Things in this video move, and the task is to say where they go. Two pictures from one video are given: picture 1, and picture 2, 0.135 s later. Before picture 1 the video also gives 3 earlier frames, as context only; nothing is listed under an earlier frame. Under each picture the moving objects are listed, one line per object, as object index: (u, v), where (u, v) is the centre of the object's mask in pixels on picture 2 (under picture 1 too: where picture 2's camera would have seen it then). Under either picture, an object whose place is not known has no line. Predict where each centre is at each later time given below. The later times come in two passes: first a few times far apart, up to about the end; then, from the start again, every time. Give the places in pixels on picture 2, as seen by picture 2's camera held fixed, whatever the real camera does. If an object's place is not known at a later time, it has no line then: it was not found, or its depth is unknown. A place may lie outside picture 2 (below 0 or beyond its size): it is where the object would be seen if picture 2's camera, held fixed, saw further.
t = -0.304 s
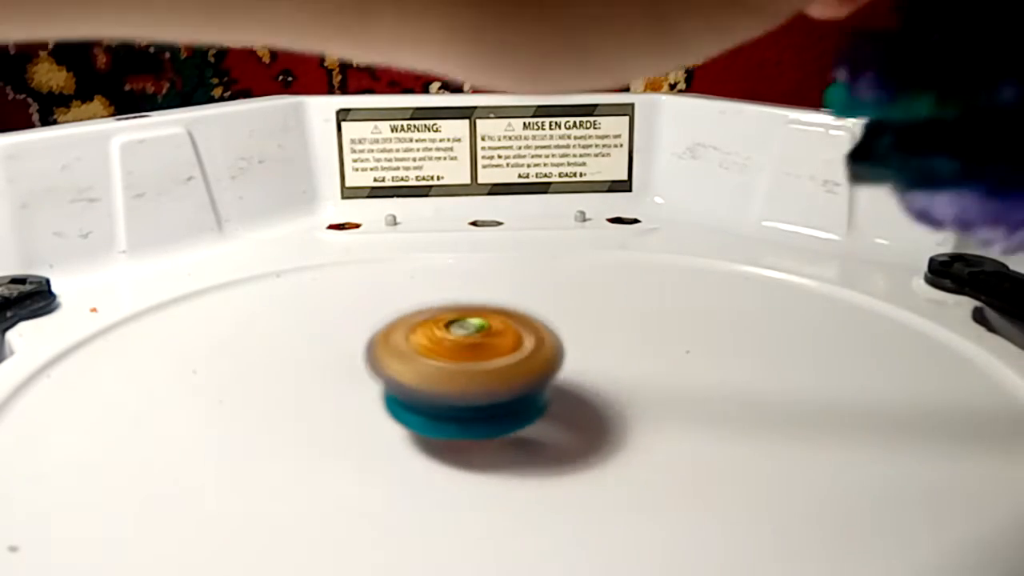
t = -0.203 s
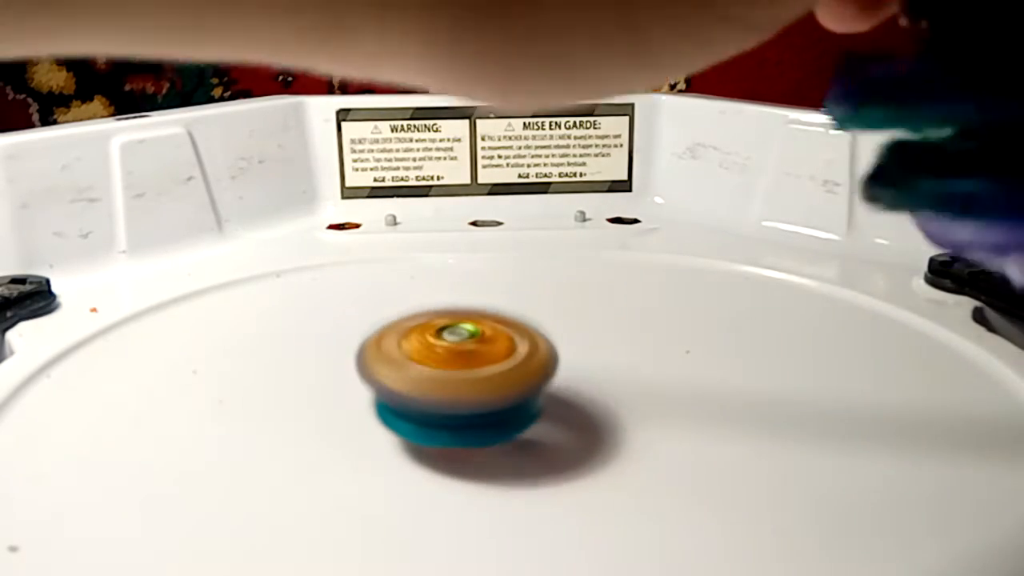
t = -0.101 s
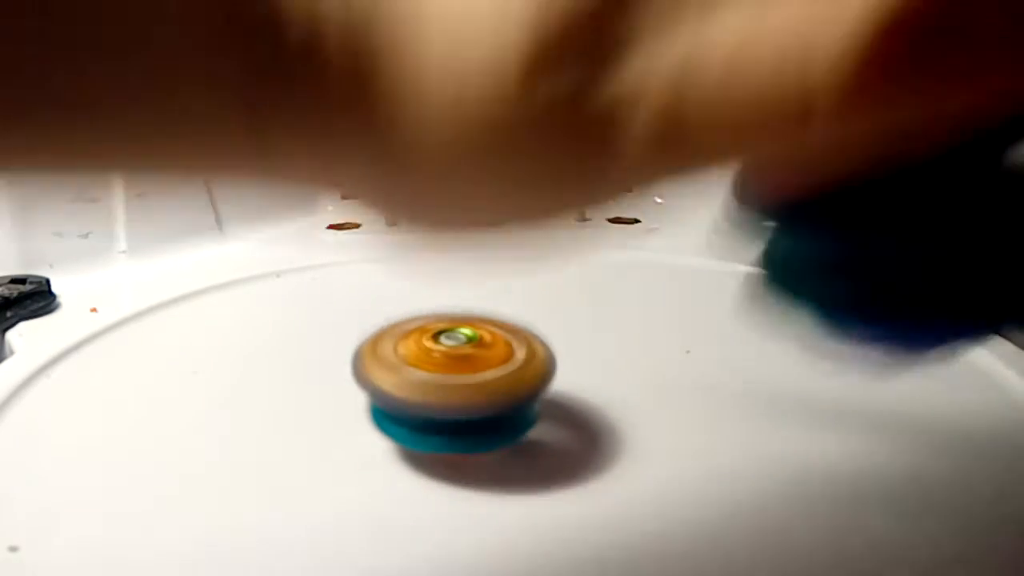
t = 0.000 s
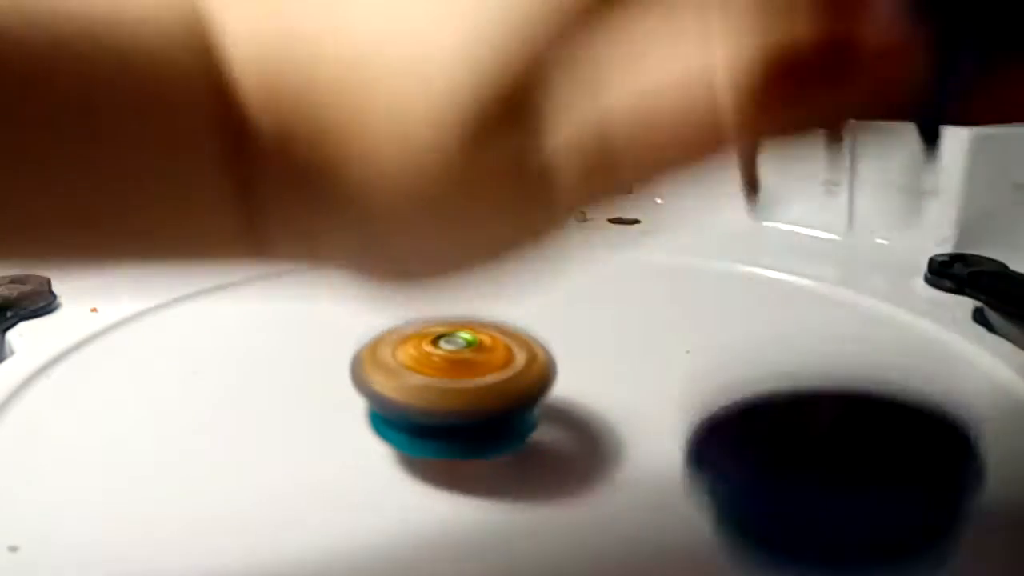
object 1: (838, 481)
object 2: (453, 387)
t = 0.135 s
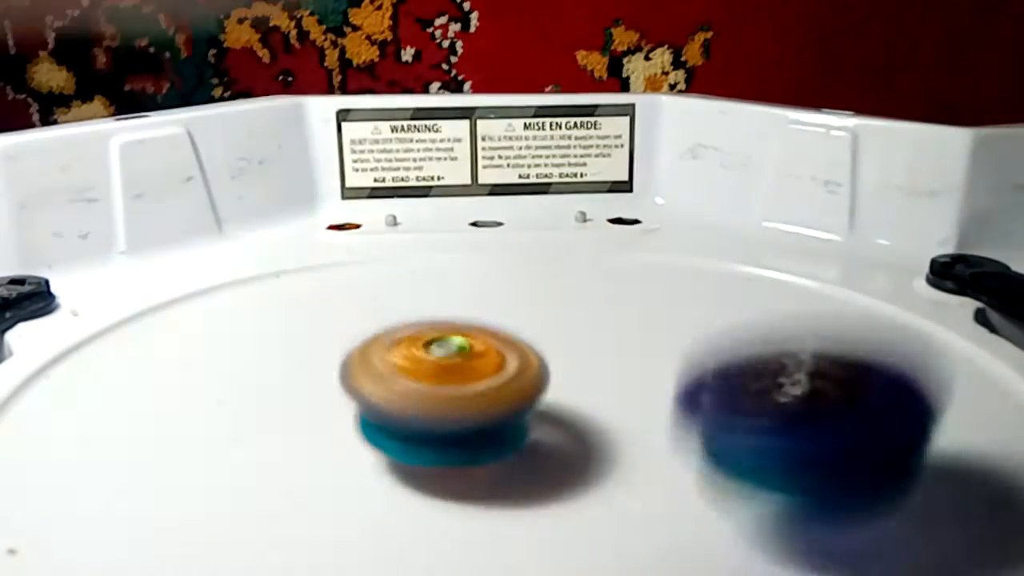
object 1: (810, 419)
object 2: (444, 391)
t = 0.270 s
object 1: (703, 385)
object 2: (467, 395)
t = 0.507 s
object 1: (621, 374)
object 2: (344, 367)
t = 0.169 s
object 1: (786, 406)
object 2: (453, 383)
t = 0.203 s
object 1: (762, 390)
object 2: (464, 382)
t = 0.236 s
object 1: (735, 401)
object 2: (468, 386)
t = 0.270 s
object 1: (703, 385)
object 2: (467, 395)
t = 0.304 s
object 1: (683, 376)
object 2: (453, 393)
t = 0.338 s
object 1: (674, 371)
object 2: (433, 391)
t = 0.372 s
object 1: (660, 366)
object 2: (421, 389)
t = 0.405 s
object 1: (642, 364)
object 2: (411, 387)
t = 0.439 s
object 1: (620, 362)
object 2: (402, 384)
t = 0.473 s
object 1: (613, 367)
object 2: (376, 376)
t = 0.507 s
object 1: (621, 374)
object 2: (344, 367)
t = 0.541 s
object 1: (625, 384)
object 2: (323, 358)
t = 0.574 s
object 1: (626, 395)
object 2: (309, 350)
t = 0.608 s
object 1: (622, 406)
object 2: (299, 342)
